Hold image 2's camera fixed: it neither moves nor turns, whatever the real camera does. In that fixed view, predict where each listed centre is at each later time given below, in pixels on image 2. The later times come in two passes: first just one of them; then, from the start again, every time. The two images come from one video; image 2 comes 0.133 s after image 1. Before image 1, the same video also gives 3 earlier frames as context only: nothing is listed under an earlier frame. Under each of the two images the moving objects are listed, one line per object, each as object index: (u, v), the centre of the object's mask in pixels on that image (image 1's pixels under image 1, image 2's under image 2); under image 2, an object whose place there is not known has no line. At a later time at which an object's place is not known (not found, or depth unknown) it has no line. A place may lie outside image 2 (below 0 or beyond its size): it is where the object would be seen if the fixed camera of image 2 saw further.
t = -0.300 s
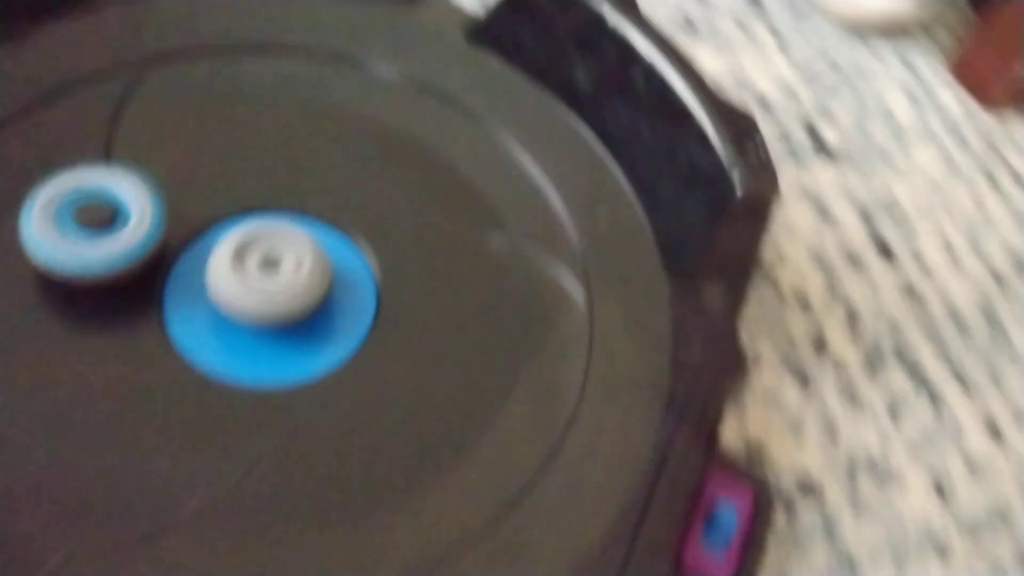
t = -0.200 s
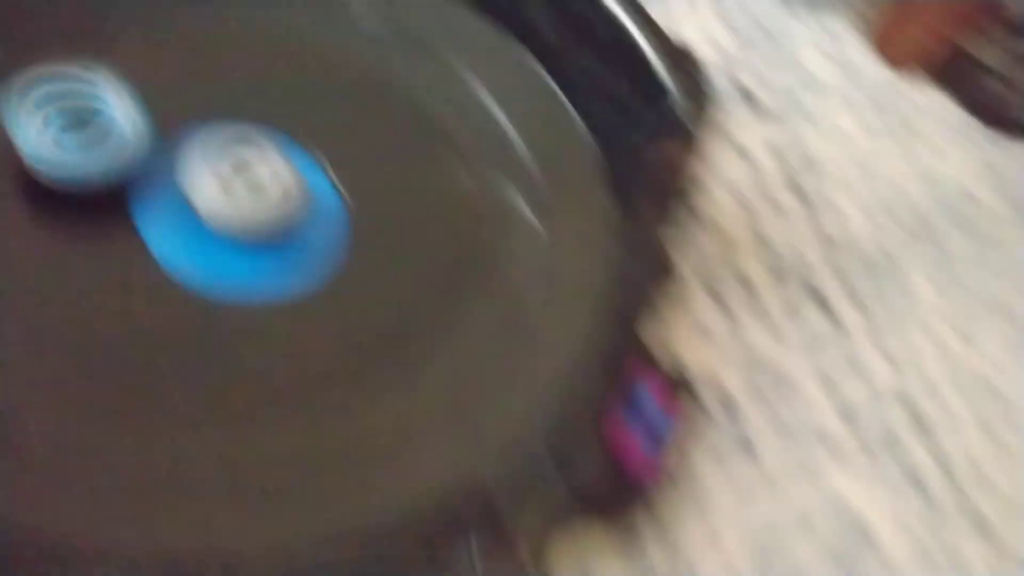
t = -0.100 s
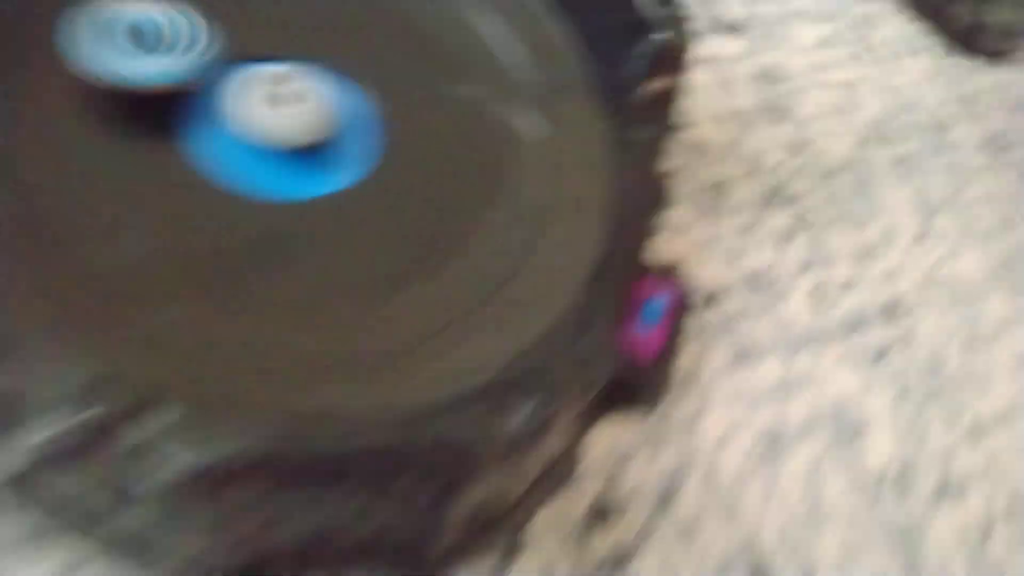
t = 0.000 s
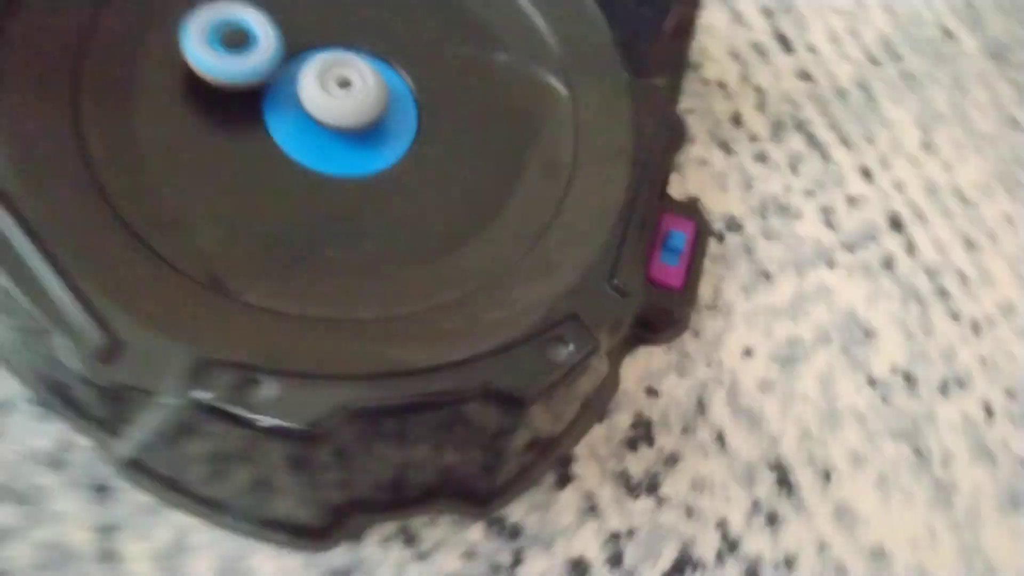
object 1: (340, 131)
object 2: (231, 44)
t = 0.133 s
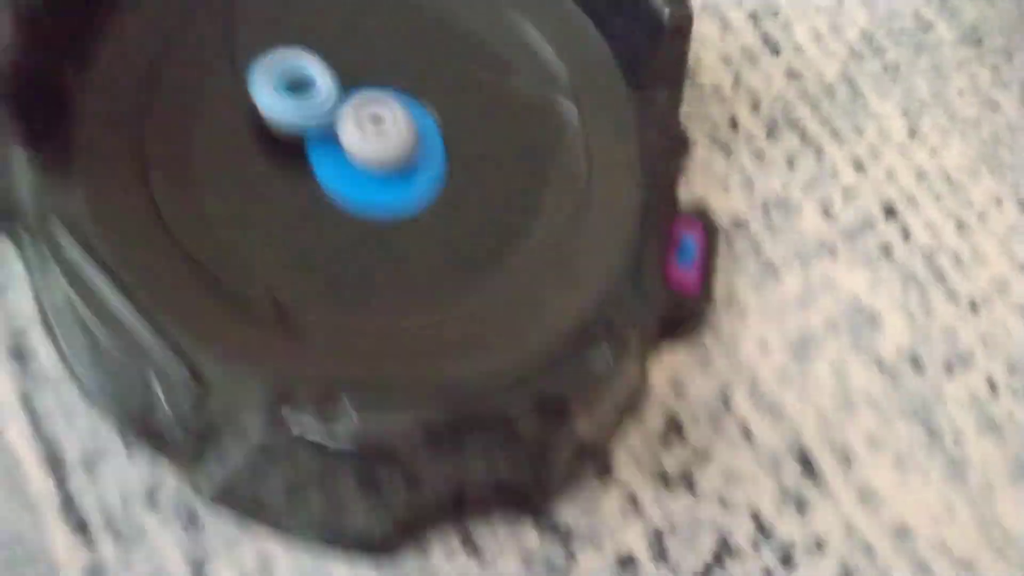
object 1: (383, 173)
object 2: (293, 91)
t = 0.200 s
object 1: (380, 177)
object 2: (305, 92)
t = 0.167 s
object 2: (302, 94)
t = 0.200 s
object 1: (380, 177)
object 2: (305, 92)
